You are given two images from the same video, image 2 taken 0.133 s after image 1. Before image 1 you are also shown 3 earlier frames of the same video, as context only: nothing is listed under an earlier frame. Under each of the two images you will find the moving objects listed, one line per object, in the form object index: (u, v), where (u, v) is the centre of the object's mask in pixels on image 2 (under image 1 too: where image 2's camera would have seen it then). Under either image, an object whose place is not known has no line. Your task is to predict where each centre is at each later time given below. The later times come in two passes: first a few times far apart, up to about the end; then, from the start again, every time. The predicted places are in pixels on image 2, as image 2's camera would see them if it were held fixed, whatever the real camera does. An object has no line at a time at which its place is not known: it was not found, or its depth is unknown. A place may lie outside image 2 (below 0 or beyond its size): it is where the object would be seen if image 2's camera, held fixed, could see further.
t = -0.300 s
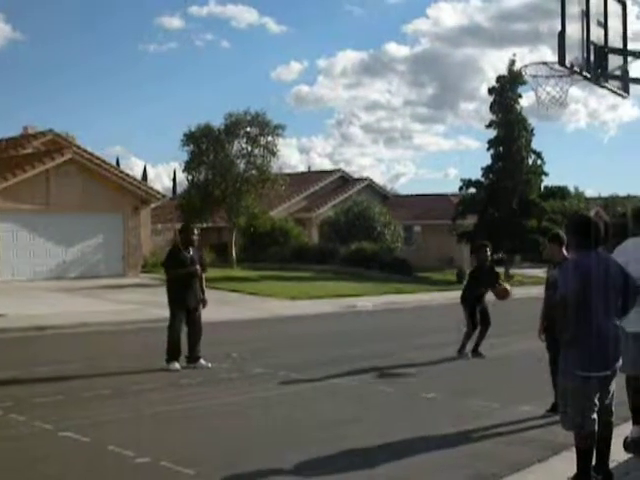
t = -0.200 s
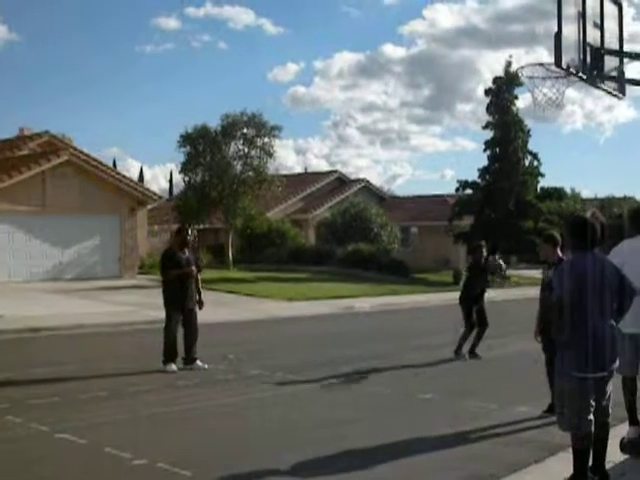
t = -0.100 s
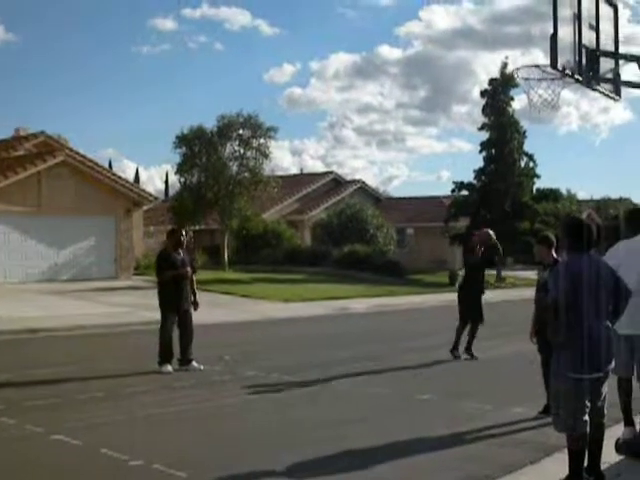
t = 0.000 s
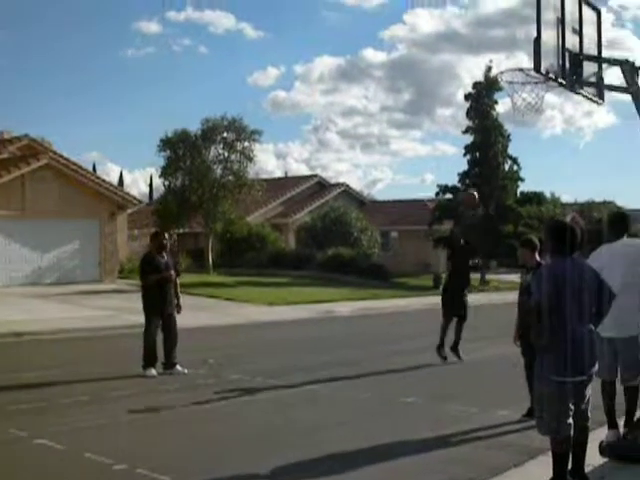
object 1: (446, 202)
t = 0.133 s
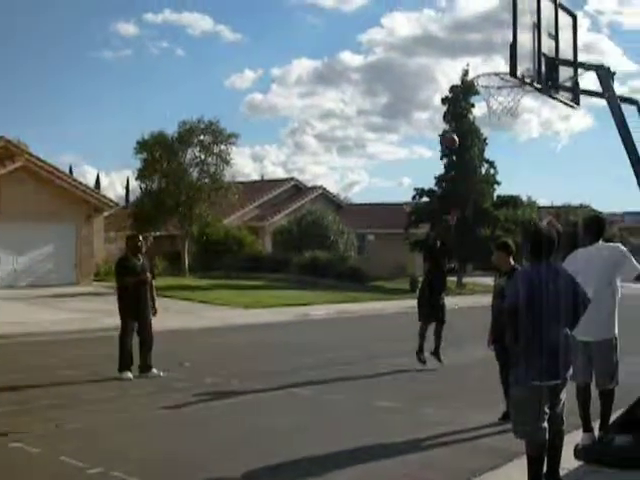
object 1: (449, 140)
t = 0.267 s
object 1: (452, 92)
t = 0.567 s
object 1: (459, 13)
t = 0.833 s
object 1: (472, 0)
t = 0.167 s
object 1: (448, 128)
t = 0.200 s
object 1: (452, 114)
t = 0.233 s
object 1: (453, 105)
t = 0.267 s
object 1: (452, 92)
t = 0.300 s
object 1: (451, 81)
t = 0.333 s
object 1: (452, 68)
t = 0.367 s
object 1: (451, 58)
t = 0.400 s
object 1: (452, 49)
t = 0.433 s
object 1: (454, 41)
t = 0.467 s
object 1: (456, 33)
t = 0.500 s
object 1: (457, 25)
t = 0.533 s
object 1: (458, 19)
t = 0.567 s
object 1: (459, 13)
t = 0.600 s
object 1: (461, 9)
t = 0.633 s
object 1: (462, 4)
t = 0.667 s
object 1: (464, 1)
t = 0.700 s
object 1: (465, -2)
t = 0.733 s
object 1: (467, -3)
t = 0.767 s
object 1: (469, -3)
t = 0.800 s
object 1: (470, -2)
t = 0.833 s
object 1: (472, 0)
